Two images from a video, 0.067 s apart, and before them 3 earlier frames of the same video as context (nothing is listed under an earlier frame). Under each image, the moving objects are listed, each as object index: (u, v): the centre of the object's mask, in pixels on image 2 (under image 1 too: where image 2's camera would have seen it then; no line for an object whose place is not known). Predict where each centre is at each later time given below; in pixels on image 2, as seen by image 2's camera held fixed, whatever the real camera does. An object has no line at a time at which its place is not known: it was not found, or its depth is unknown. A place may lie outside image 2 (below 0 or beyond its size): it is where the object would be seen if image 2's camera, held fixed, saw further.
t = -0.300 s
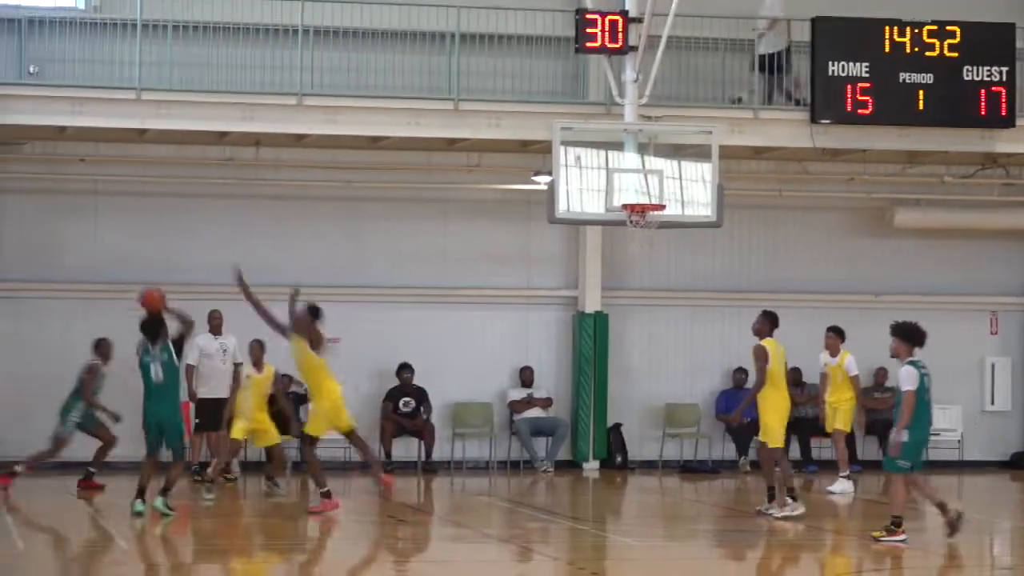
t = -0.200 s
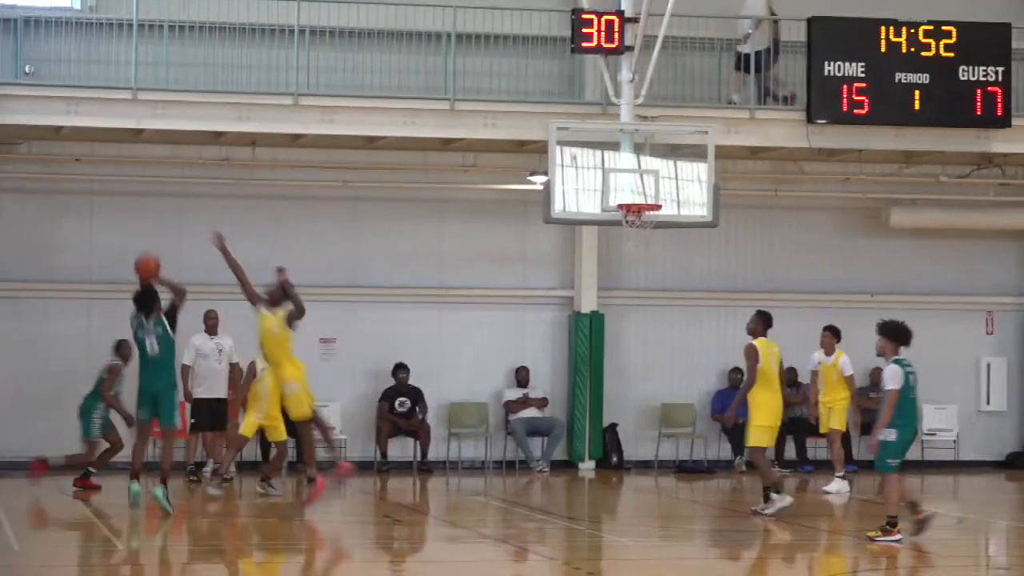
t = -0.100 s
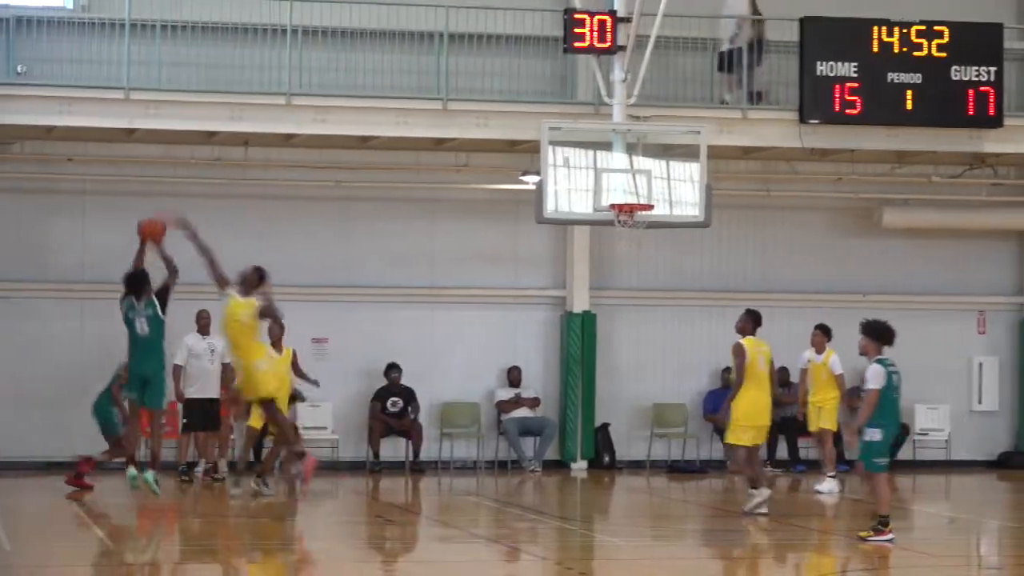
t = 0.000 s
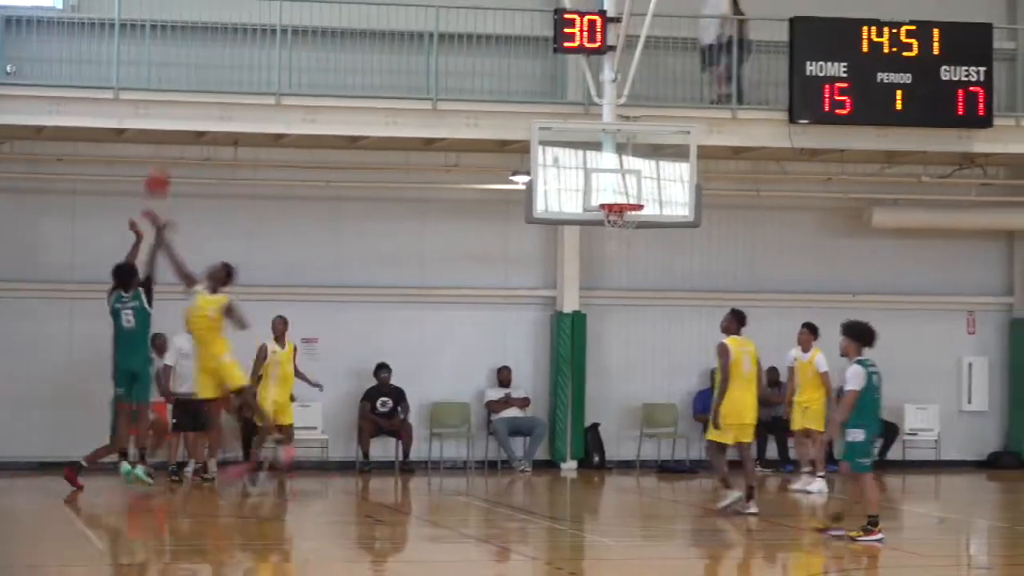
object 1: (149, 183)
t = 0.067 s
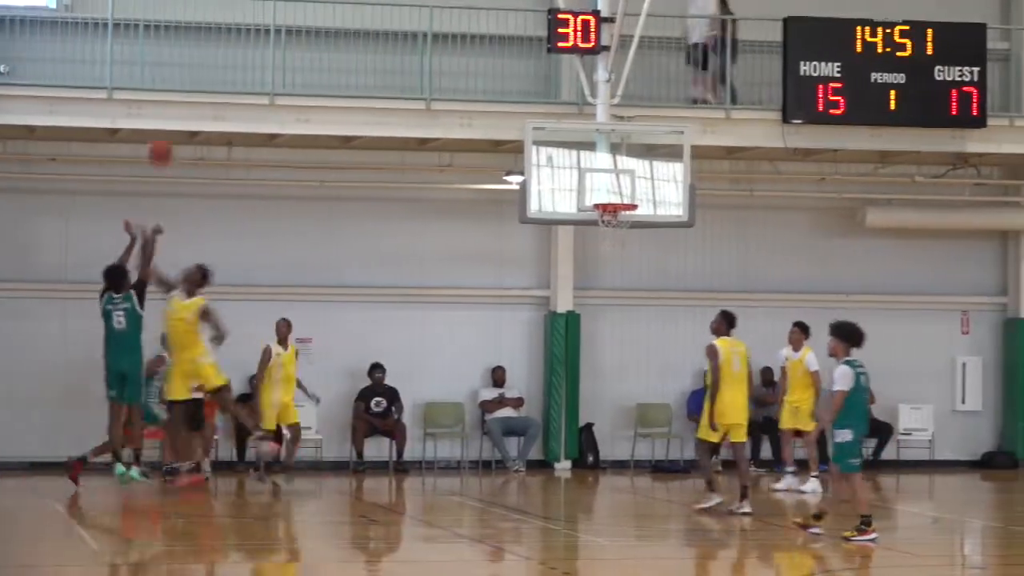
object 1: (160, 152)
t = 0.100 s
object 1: (165, 137)
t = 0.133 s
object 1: (169, 127)
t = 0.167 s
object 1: (174, 114)
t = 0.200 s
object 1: (180, 104)
